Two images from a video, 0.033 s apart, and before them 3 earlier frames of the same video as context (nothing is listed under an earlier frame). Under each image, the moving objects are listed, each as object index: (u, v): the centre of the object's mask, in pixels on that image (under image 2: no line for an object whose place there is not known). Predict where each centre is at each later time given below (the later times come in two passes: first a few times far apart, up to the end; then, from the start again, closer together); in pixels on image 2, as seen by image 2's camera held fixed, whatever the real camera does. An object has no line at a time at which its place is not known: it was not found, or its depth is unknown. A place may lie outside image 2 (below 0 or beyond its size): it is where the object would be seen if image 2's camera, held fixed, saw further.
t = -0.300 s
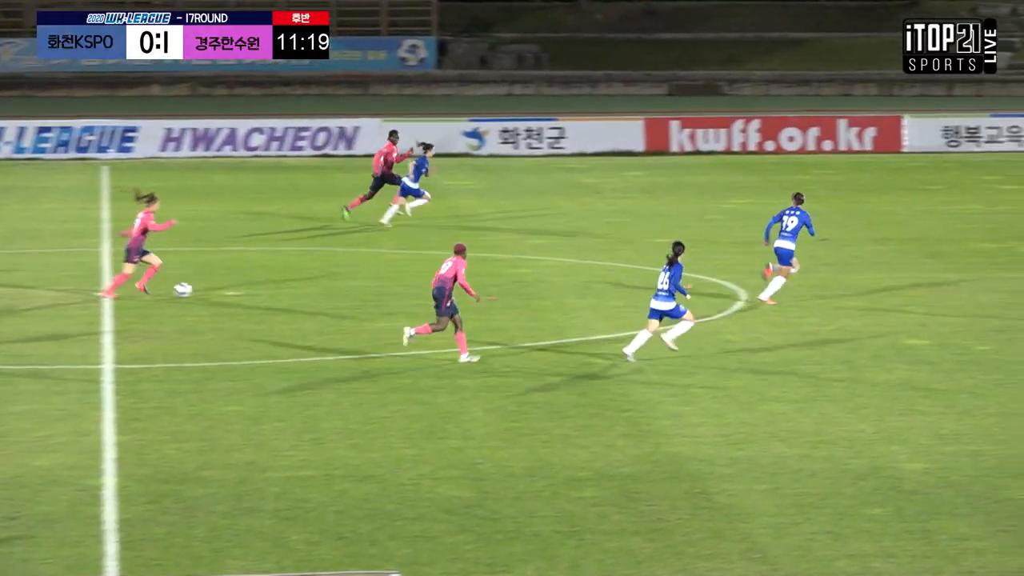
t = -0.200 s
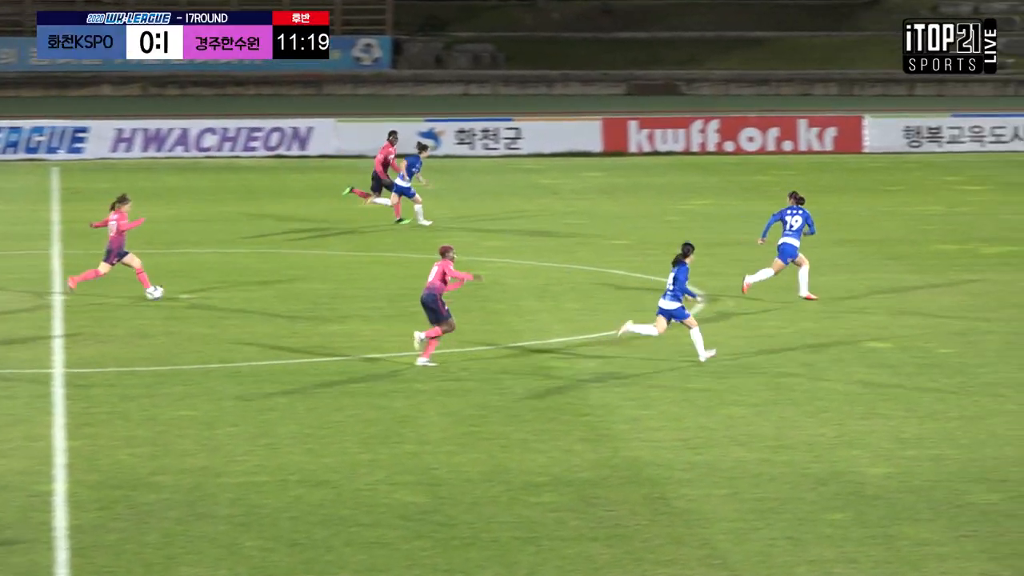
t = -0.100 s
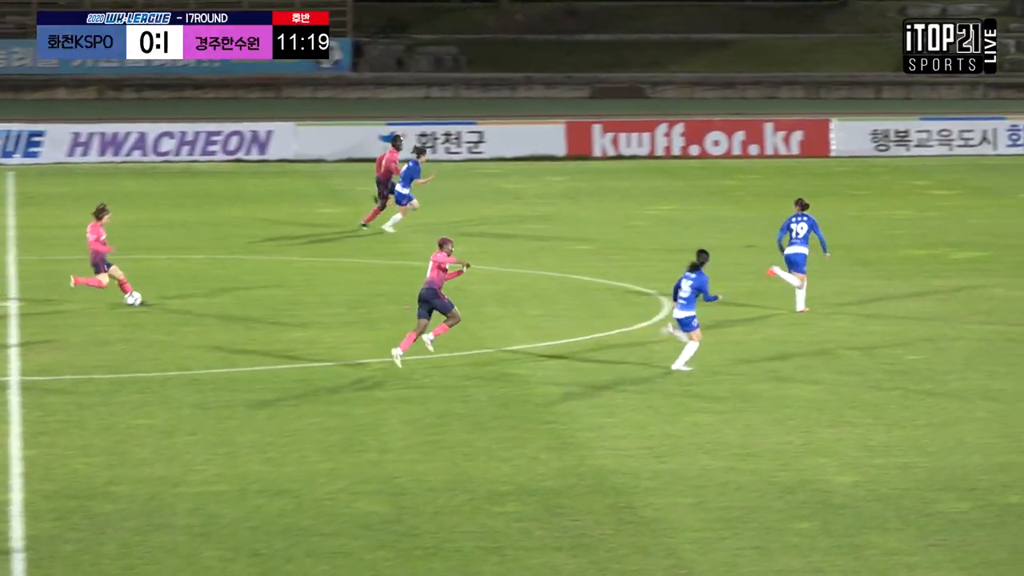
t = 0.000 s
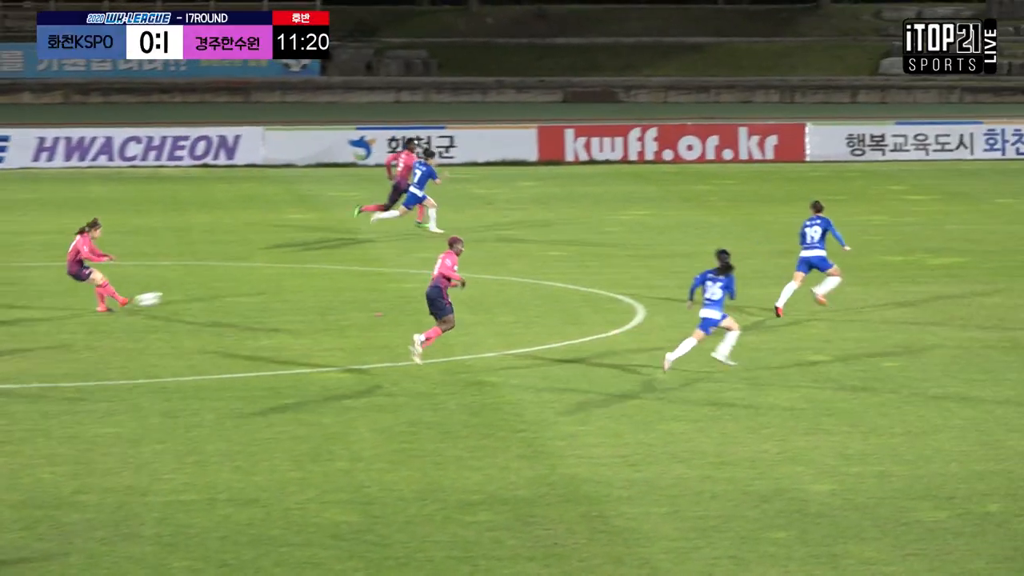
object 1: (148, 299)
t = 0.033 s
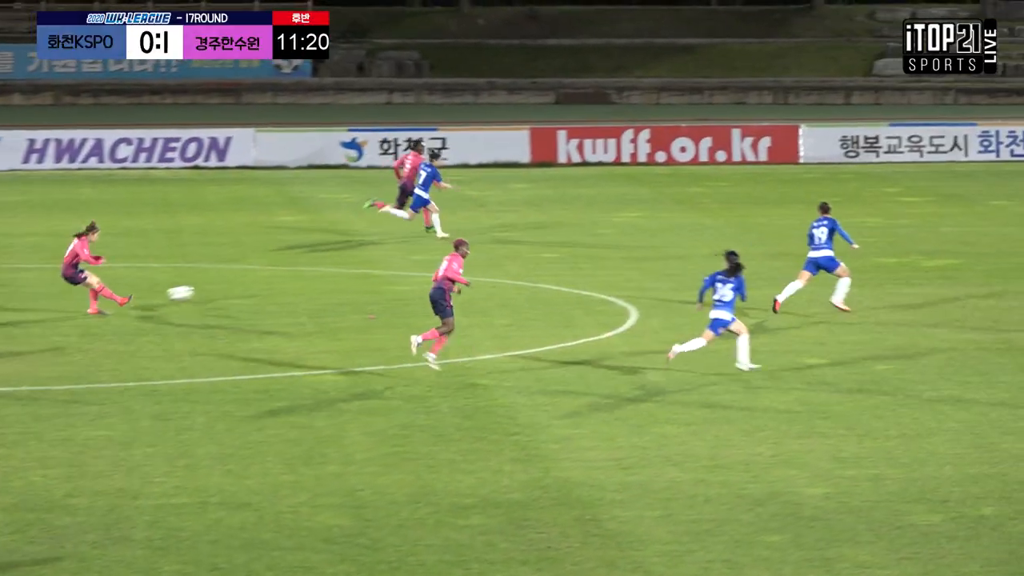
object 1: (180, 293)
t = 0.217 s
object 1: (392, 263)
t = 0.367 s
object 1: (547, 259)
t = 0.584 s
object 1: (742, 275)
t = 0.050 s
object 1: (201, 289)
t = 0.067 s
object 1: (222, 285)
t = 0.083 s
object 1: (241, 282)
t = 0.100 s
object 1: (260, 279)
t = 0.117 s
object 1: (279, 276)
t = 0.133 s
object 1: (299, 273)
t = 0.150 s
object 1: (317, 271)
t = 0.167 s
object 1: (336, 268)
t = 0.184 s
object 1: (355, 267)
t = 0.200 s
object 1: (374, 265)
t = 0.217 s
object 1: (392, 263)
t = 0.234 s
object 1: (410, 262)
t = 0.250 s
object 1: (428, 260)
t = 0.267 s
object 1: (444, 260)
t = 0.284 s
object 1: (462, 260)
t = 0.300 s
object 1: (479, 259)
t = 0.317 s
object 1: (497, 259)
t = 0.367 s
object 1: (547, 259)
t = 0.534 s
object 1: (702, 274)
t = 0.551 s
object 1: (717, 277)
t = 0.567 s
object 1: (731, 279)
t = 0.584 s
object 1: (742, 275)
